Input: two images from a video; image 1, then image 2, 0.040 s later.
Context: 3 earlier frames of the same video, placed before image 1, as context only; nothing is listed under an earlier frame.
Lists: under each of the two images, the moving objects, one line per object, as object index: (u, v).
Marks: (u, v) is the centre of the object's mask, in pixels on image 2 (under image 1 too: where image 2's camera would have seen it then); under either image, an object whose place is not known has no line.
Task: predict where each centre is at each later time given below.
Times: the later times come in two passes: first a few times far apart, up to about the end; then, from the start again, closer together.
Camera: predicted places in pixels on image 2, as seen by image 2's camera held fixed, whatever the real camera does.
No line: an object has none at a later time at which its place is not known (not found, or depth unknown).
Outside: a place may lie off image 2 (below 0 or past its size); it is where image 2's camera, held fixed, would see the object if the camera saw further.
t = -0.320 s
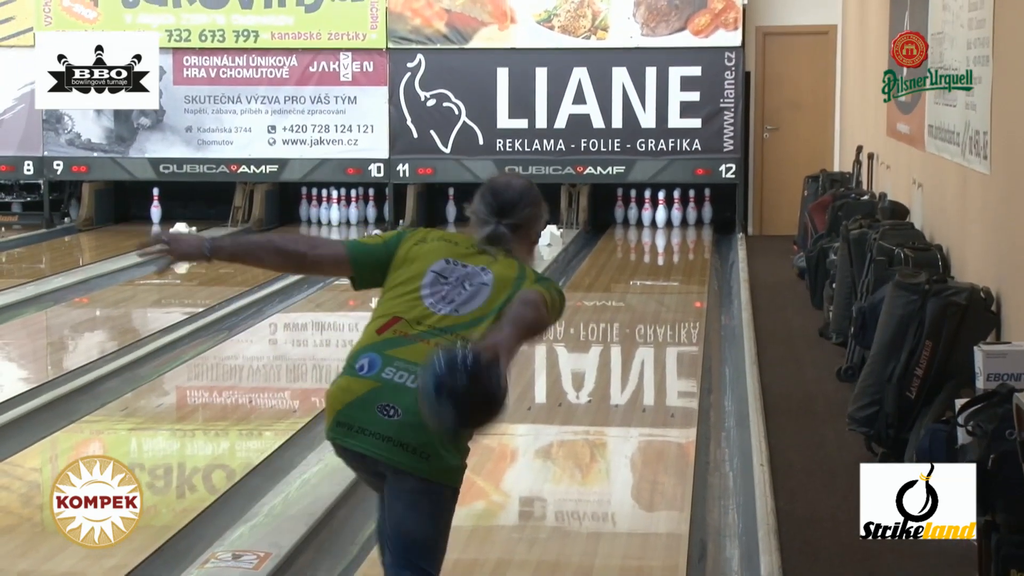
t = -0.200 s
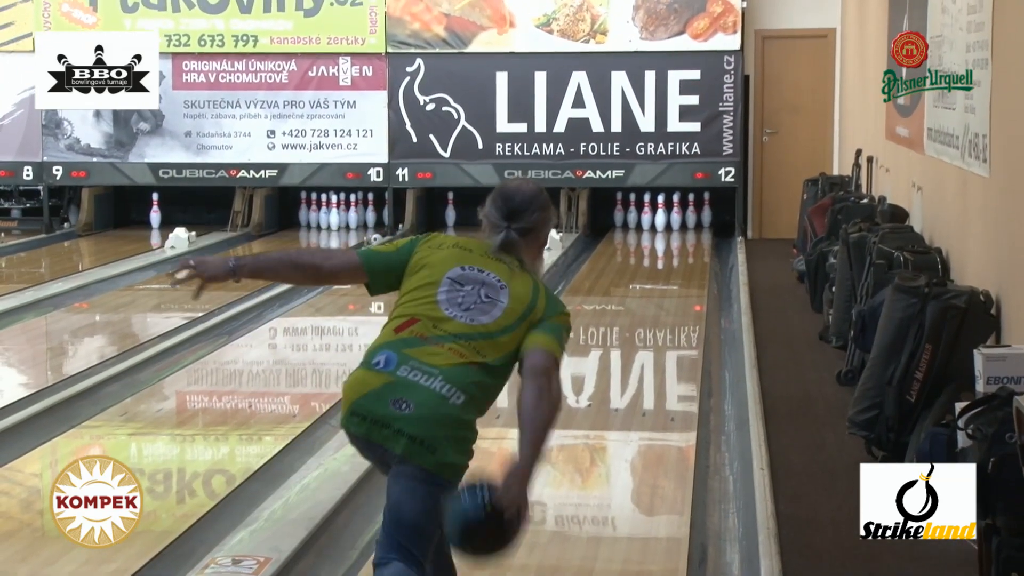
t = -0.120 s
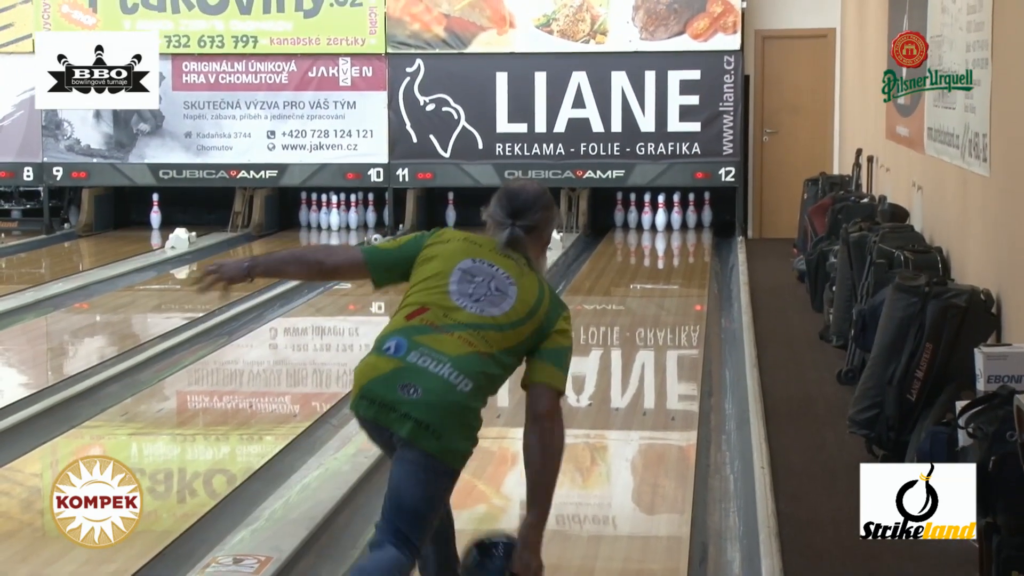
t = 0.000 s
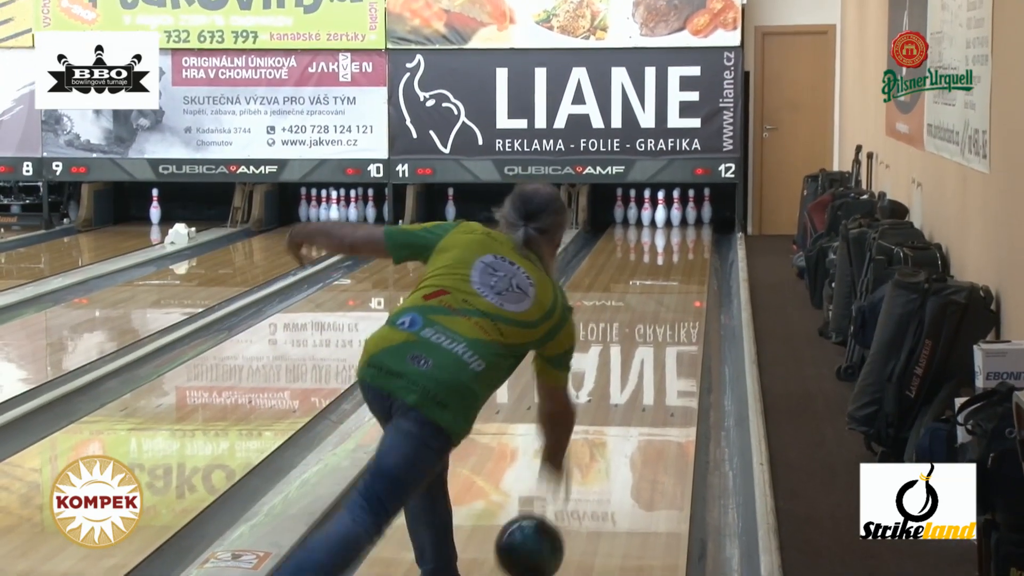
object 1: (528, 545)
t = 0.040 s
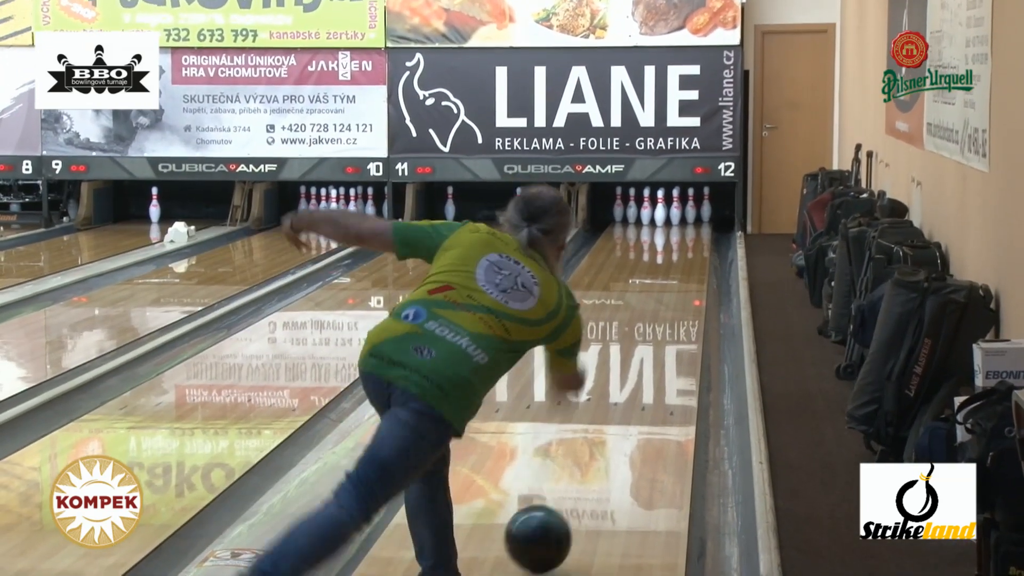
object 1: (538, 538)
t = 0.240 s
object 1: (575, 468)
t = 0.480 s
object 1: (606, 407)
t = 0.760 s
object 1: (631, 358)
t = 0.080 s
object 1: (547, 523)
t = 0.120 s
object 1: (554, 508)
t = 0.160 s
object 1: (562, 494)
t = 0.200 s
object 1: (568, 480)
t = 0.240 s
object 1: (575, 468)
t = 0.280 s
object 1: (581, 456)
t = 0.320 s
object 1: (587, 445)
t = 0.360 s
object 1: (592, 435)
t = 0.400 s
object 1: (597, 425)
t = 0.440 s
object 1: (602, 416)
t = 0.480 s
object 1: (606, 407)
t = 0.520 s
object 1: (610, 400)
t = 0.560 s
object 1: (614, 392)
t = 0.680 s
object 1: (625, 369)
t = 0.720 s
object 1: (628, 363)
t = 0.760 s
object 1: (631, 358)
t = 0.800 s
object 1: (634, 352)
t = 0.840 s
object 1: (636, 347)
